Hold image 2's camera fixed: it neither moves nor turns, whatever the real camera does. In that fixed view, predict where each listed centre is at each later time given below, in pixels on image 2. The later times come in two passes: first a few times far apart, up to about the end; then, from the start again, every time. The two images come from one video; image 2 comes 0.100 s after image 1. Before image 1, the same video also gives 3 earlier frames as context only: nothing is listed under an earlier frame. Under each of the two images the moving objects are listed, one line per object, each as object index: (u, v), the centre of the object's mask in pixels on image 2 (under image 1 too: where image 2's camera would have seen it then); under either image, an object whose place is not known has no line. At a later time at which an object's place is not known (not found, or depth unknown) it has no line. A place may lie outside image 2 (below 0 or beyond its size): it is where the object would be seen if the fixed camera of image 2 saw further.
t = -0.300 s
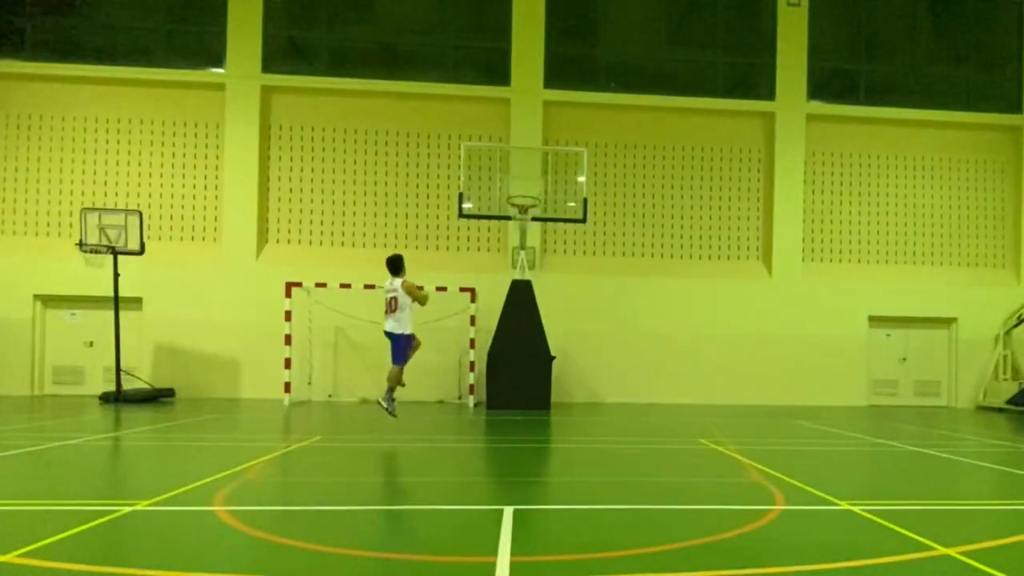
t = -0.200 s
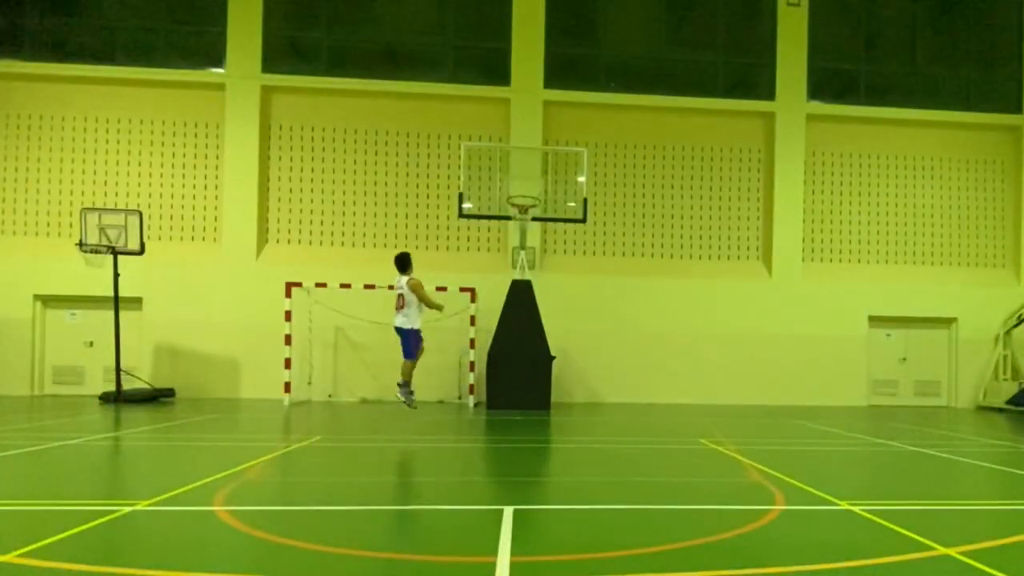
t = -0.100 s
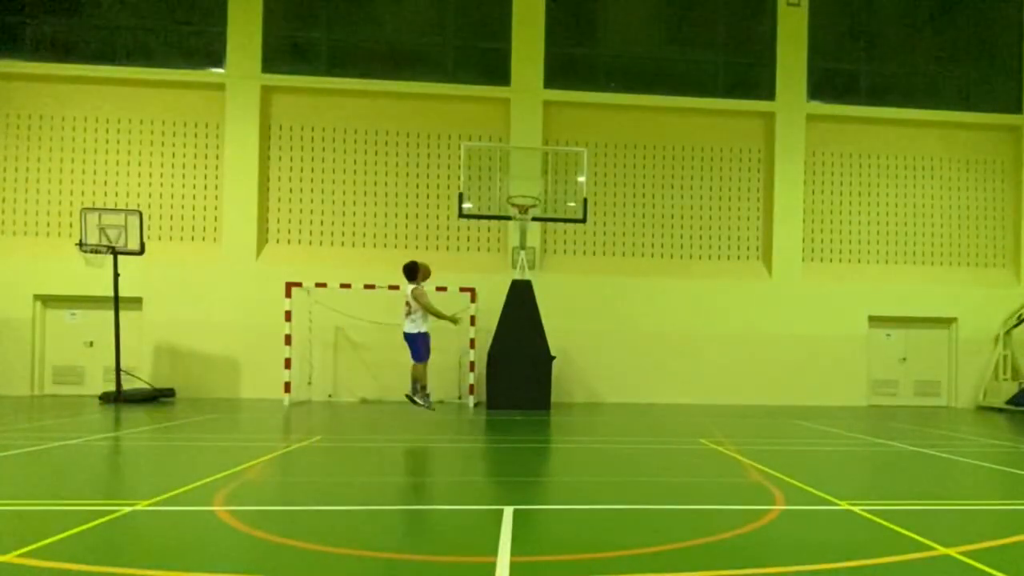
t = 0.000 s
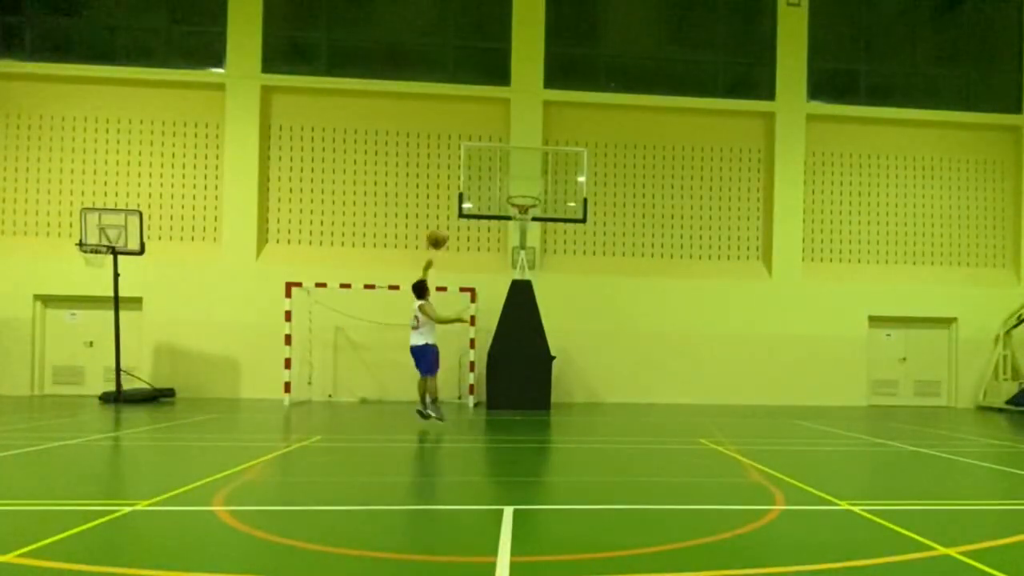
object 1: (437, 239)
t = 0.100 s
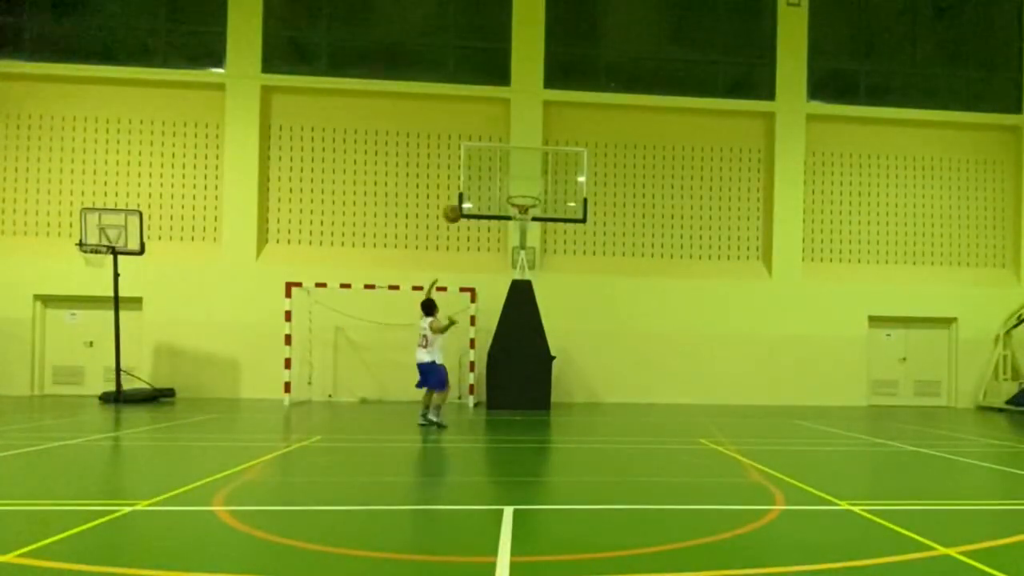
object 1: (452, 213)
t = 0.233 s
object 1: (471, 192)
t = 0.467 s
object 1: (502, 187)
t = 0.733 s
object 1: (530, 198)
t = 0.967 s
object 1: (517, 207)
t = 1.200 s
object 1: (520, 224)
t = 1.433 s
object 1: (533, 257)
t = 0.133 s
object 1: (456, 207)
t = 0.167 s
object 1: (461, 201)
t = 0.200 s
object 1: (467, 196)
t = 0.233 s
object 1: (471, 192)
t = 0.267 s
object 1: (476, 189)
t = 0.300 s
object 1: (480, 186)
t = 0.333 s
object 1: (485, 185)
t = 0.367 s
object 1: (490, 184)
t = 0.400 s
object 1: (494, 184)
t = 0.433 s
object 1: (498, 185)
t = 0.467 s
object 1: (502, 187)
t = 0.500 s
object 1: (507, 189)
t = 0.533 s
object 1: (510, 191)
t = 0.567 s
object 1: (514, 195)
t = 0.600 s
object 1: (518, 194)
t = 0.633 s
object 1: (521, 194)
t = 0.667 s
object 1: (523, 199)
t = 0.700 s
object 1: (528, 198)
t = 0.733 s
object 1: (530, 198)
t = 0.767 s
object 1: (531, 199)
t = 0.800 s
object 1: (530, 198)
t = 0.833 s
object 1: (528, 200)
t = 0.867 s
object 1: (523, 202)
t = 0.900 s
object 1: (519, 203)
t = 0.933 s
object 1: (518, 204)
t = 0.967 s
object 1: (517, 207)
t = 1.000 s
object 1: (518, 209)
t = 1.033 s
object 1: (516, 211)
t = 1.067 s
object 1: (518, 218)
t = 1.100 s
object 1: (517, 220)
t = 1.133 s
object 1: (517, 221)
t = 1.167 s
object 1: (518, 222)
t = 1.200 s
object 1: (520, 224)
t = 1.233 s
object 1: (522, 227)
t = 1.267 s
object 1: (524, 230)
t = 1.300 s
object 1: (526, 234)
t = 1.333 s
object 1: (527, 239)
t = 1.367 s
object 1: (530, 243)
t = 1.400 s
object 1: (532, 250)
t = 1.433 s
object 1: (533, 257)
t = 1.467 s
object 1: (536, 264)
